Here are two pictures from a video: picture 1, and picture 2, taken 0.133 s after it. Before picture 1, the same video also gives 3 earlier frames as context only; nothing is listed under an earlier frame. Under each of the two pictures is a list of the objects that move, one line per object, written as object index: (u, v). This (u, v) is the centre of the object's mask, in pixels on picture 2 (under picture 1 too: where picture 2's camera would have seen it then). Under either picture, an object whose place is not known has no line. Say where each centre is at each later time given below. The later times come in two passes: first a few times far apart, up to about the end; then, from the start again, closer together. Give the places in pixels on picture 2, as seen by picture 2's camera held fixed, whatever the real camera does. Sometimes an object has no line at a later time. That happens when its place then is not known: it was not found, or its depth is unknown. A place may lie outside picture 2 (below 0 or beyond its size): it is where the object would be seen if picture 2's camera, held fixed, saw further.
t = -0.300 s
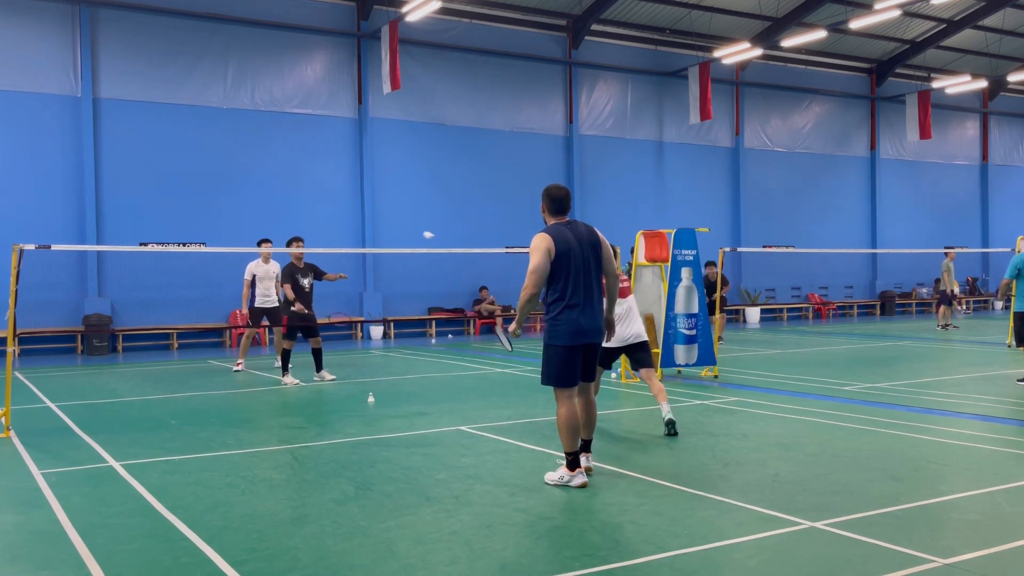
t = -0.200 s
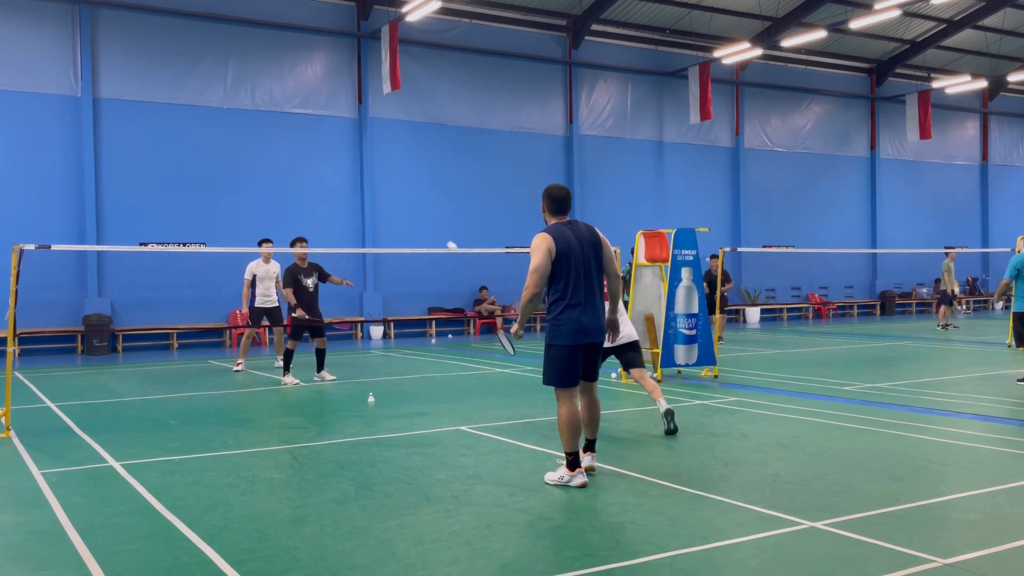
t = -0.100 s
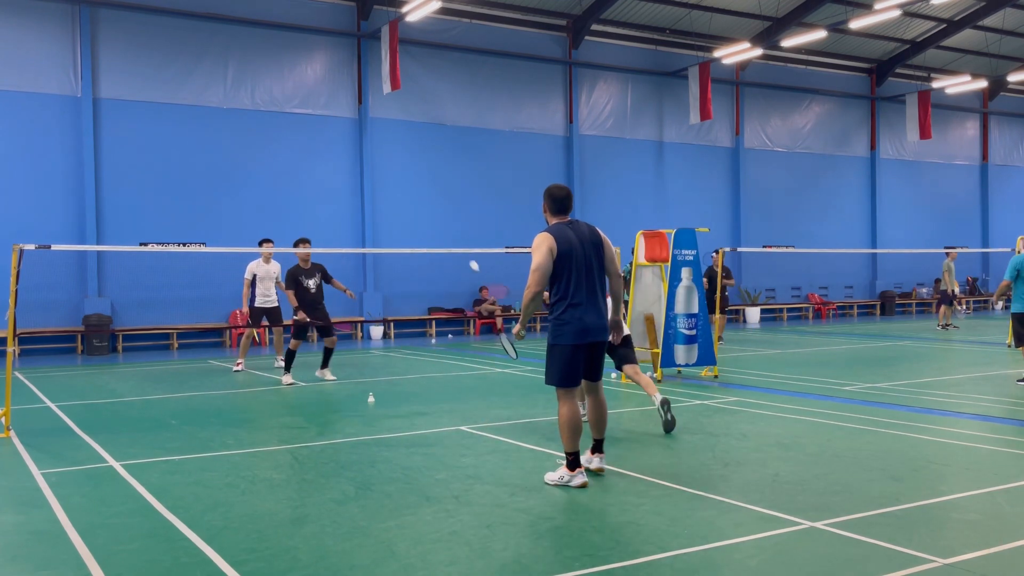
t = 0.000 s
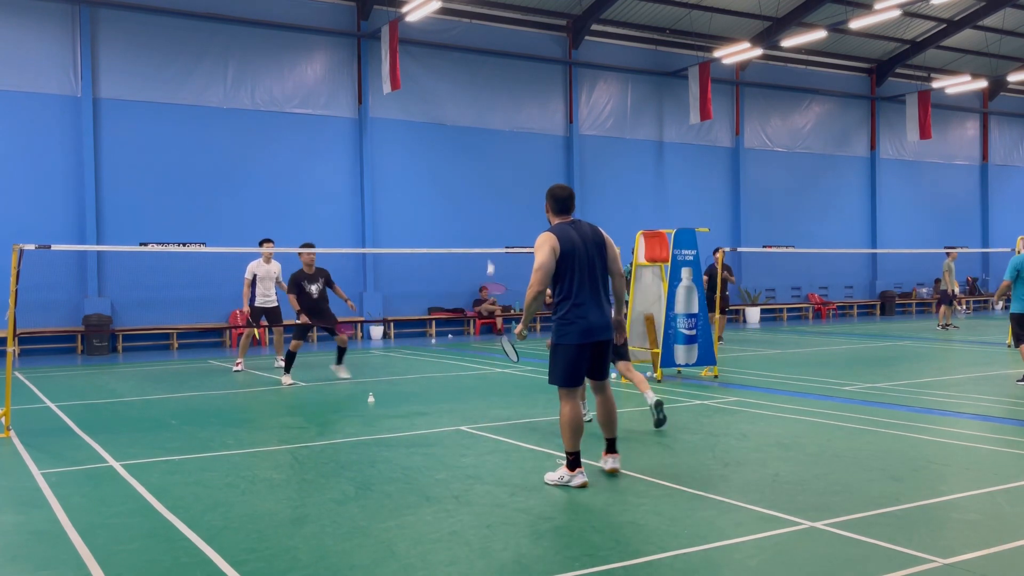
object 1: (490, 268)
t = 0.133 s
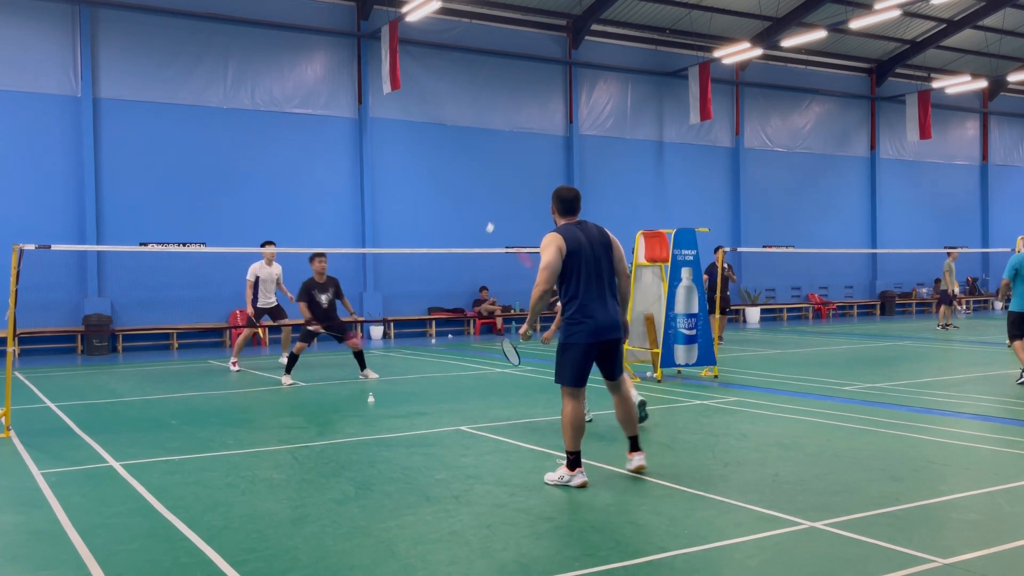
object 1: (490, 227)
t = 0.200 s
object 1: (490, 216)
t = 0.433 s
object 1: (480, 219)
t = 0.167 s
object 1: (491, 221)
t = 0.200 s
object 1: (490, 216)
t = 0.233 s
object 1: (489, 214)
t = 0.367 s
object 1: (483, 213)
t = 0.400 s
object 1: (481, 216)
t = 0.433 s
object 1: (480, 219)
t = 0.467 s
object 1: (479, 223)
